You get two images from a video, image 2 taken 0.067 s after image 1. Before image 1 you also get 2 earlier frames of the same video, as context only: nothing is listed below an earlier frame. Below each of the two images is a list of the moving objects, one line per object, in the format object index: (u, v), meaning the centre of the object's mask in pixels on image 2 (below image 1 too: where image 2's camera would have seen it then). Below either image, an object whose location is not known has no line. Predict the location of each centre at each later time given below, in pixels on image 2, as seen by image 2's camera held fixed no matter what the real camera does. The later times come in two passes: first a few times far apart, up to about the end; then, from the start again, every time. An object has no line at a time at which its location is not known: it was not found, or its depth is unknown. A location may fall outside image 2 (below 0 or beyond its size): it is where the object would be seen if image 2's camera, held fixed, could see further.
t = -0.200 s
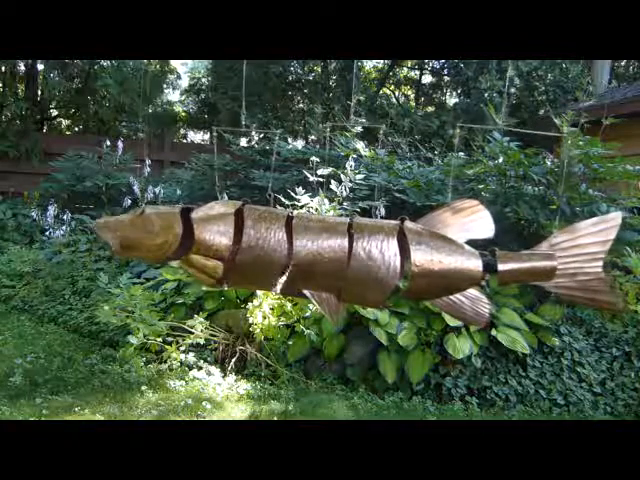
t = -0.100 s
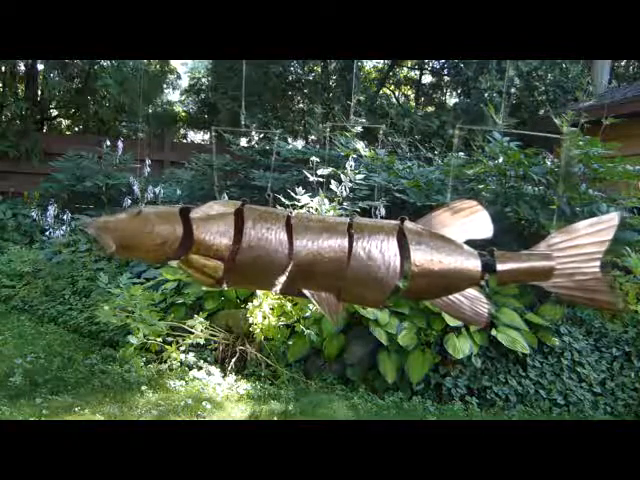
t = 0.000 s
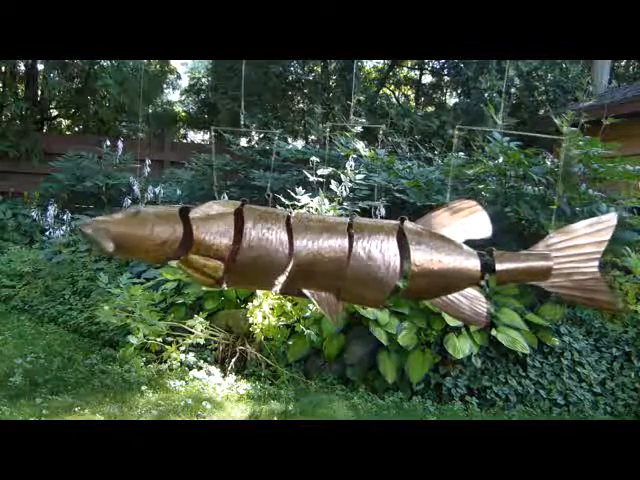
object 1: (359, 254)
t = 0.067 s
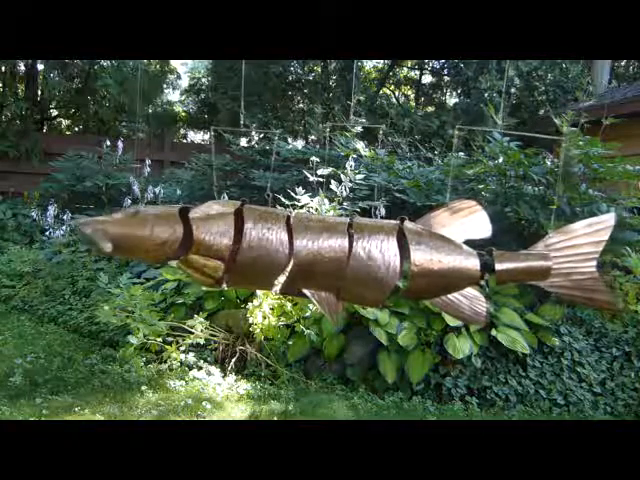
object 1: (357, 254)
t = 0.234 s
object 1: (350, 253)
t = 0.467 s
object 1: (346, 252)
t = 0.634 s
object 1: (343, 252)
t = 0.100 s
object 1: (355, 254)
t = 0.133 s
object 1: (351, 253)
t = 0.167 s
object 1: (351, 253)
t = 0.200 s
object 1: (350, 253)
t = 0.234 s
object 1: (350, 253)
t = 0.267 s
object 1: (349, 252)
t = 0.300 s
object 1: (349, 253)
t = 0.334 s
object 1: (347, 252)
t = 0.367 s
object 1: (347, 253)
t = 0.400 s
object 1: (346, 252)
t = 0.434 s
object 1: (346, 253)
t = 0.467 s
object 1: (346, 252)
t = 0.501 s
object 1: (345, 252)
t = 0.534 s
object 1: (344, 252)
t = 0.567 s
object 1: (344, 252)
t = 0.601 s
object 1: (343, 252)
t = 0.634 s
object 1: (343, 252)
